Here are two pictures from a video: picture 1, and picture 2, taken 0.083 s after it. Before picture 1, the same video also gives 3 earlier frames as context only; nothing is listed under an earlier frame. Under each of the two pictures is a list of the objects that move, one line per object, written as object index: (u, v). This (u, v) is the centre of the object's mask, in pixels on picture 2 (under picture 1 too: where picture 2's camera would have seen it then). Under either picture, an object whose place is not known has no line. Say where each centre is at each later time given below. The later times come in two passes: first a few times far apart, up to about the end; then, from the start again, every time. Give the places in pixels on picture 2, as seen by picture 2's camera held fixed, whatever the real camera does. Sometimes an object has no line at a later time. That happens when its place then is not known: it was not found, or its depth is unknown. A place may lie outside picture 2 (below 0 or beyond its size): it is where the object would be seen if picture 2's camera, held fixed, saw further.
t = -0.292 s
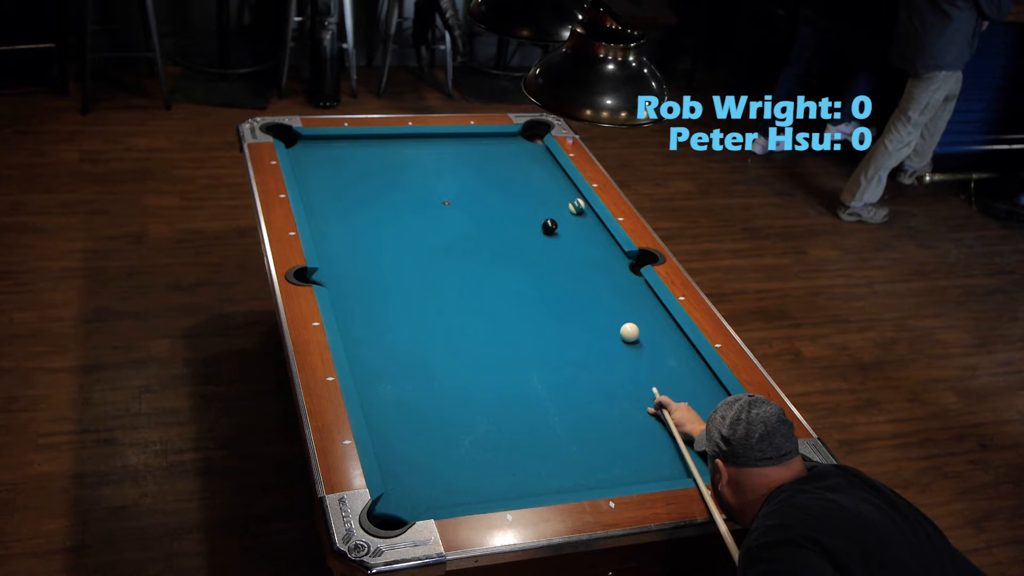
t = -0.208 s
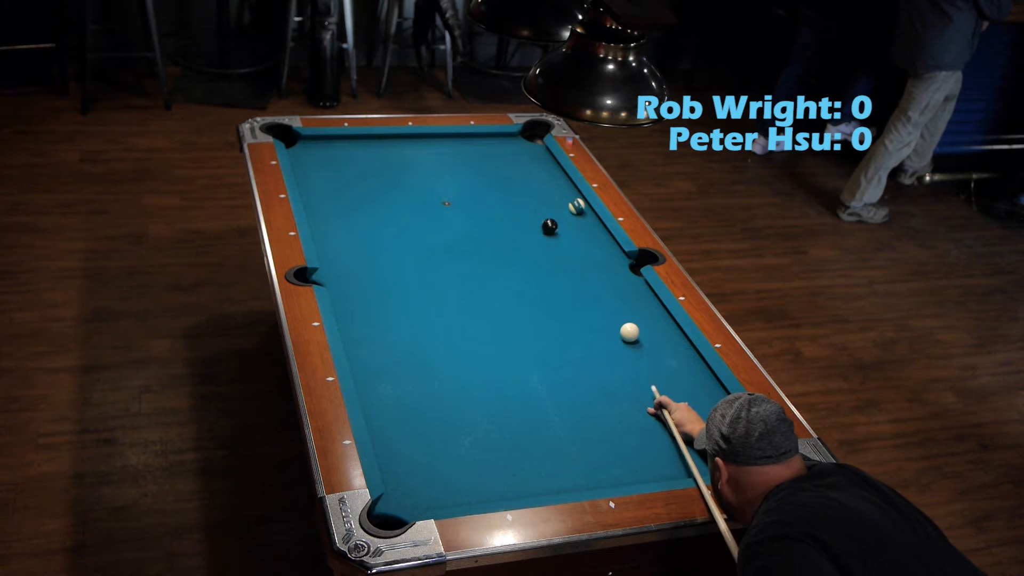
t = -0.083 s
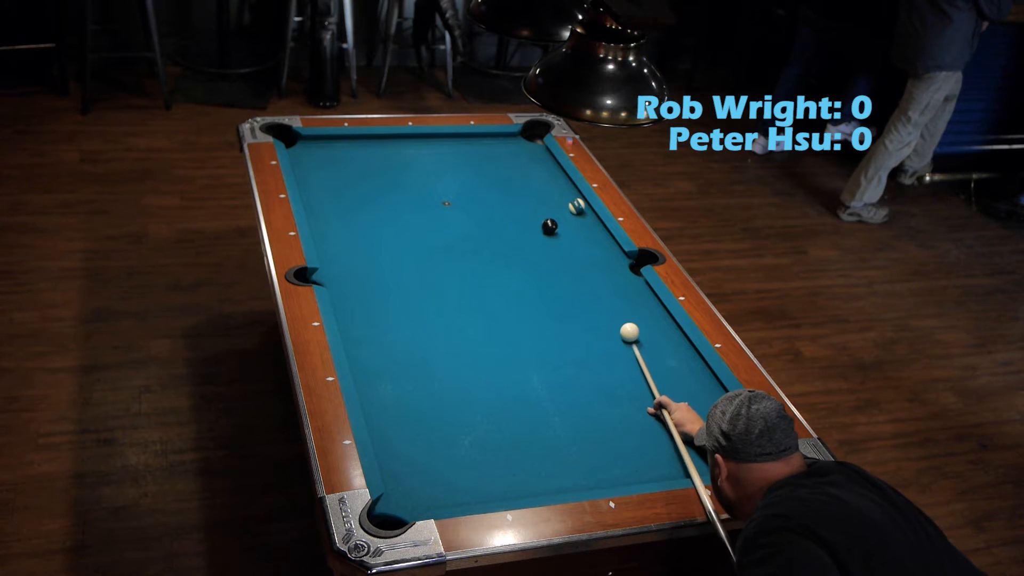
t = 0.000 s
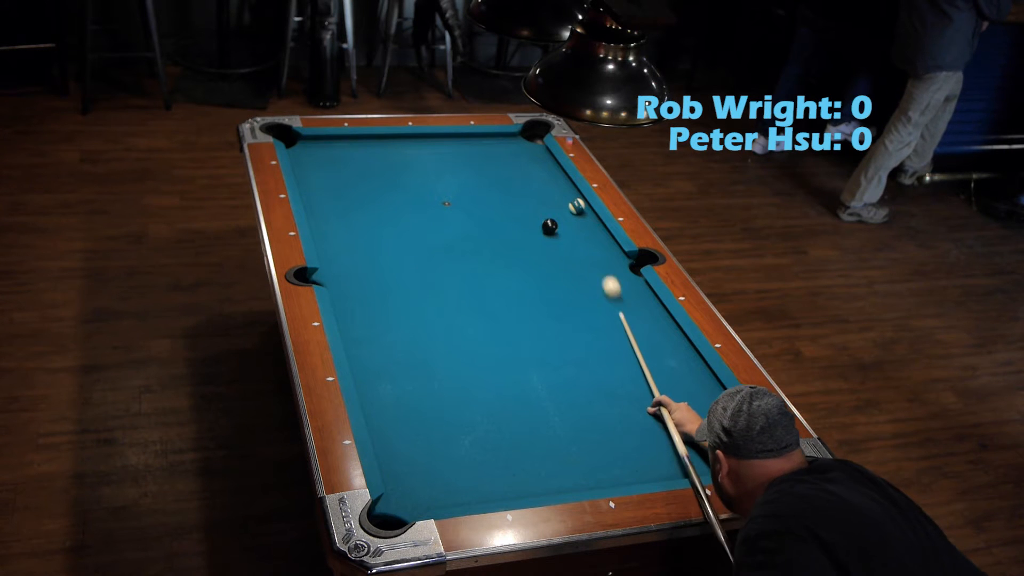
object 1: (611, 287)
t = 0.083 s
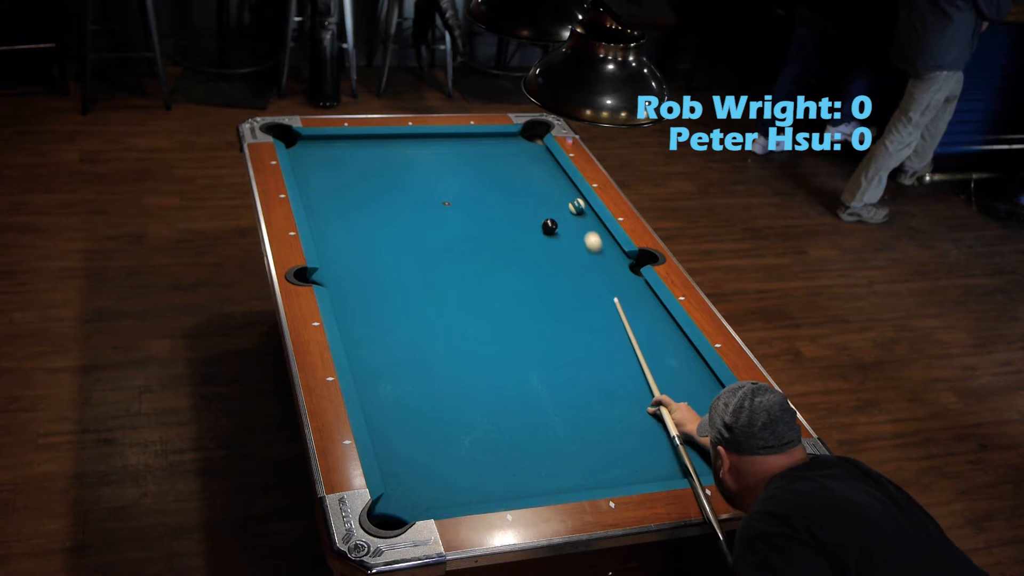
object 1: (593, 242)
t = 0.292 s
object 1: (589, 215)
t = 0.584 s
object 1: (585, 223)
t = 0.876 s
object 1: (583, 230)
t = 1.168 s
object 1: (580, 237)
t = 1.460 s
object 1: (578, 242)
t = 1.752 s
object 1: (577, 247)
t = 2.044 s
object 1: (577, 250)
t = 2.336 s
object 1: (577, 253)
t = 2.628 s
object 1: (576, 254)
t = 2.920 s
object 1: (576, 254)
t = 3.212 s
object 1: (576, 254)
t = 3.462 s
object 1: (576, 254)
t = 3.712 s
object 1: (576, 254)
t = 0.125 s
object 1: (585, 222)
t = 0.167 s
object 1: (583, 213)
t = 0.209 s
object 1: (586, 214)
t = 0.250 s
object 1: (589, 214)
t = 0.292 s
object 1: (589, 215)
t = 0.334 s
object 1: (588, 216)
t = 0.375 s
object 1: (588, 218)
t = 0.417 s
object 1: (587, 219)
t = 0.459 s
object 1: (587, 220)
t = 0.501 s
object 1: (586, 221)
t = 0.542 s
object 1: (586, 222)
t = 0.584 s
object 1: (585, 223)
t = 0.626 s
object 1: (585, 224)
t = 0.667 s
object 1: (585, 225)
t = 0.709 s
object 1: (584, 226)
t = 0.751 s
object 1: (584, 227)
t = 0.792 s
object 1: (583, 229)
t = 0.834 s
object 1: (583, 229)
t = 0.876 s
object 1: (583, 230)
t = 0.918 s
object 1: (582, 231)
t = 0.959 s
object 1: (582, 232)
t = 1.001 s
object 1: (582, 233)
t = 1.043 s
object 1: (581, 234)
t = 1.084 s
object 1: (581, 235)
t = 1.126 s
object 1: (581, 236)
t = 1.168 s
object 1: (580, 237)
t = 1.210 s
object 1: (580, 237)
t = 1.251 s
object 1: (580, 238)
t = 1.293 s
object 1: (579, 239)
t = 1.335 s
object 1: (579, 240)
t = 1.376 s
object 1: (579, 241)
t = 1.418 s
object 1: (579, 241)
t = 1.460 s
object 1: (578, 242)
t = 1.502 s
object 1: (578, 243)
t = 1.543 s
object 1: (578, 243)
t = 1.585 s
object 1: (578, 244)
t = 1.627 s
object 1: (577, 245)
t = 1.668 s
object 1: (577, 245)
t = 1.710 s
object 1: (577, 246)
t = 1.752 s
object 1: (577, 247)
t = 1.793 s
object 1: (577, 247)
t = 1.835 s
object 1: (577, 248)
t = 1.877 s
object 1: (577, 248)
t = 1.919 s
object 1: (577, 249)
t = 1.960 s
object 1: (577, 249)
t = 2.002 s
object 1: (577, 250)
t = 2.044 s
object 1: (577, 250)
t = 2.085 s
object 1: (577, 251)
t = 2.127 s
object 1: (577, 251)
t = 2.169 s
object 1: (577, 251)
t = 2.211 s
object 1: (577, 252)
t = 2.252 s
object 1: (577, 252)
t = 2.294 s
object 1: (577, 252)
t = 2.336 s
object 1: (577, 253)
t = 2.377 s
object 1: (577, 253)
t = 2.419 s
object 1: (576, 253)
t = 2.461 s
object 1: (576, 253)
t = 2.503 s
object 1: (576, 254)
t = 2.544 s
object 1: (576, 254)
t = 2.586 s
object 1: (576, 254)
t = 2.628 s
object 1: (576, 254)
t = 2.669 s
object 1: (576, 254)
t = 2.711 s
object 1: (576, 254)
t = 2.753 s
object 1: (576, 254)
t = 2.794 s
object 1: (576, 254)
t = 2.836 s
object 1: (576, 254)
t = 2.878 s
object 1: (576, 254)
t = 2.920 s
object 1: (576, 254)
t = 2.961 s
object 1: (576, 254)
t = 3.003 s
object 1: (576, 254)
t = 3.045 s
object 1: (576, 254)
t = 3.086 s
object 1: (576, 254)
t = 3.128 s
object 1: (576, 254)
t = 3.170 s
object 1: (576, 254)
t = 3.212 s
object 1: (576, 254)
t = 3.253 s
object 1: (576, 254)
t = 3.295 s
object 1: (576, 254)
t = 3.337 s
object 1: (576, 254)
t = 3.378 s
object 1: (576, 254)
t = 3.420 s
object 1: (576, 254)
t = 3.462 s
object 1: (576, 254)
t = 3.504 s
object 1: (576, 254)
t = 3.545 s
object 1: (576, 254)
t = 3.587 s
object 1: (576, 254)
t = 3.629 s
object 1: (576, 254)
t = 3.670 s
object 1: (576, 254)
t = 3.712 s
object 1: (576, 254)
